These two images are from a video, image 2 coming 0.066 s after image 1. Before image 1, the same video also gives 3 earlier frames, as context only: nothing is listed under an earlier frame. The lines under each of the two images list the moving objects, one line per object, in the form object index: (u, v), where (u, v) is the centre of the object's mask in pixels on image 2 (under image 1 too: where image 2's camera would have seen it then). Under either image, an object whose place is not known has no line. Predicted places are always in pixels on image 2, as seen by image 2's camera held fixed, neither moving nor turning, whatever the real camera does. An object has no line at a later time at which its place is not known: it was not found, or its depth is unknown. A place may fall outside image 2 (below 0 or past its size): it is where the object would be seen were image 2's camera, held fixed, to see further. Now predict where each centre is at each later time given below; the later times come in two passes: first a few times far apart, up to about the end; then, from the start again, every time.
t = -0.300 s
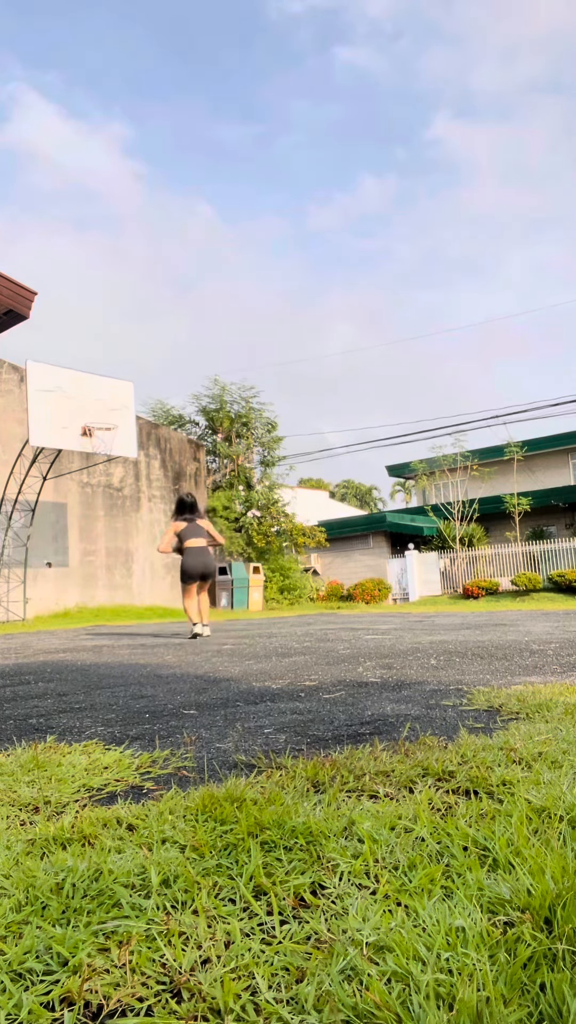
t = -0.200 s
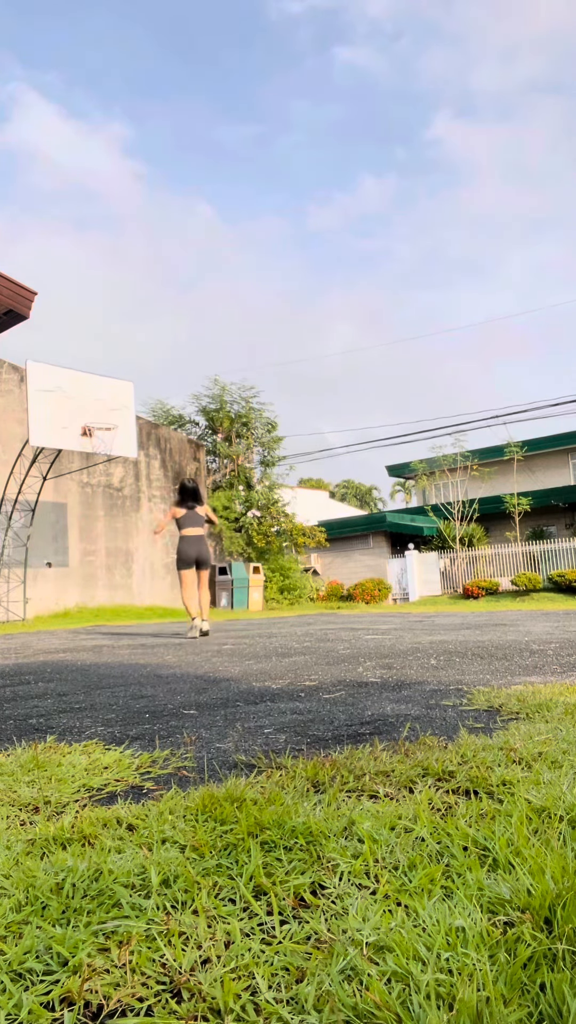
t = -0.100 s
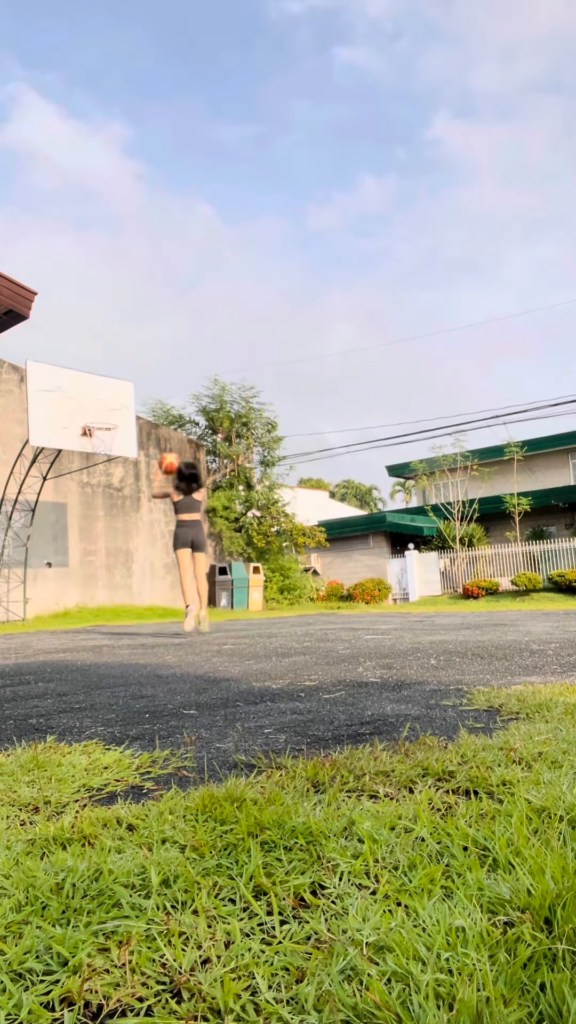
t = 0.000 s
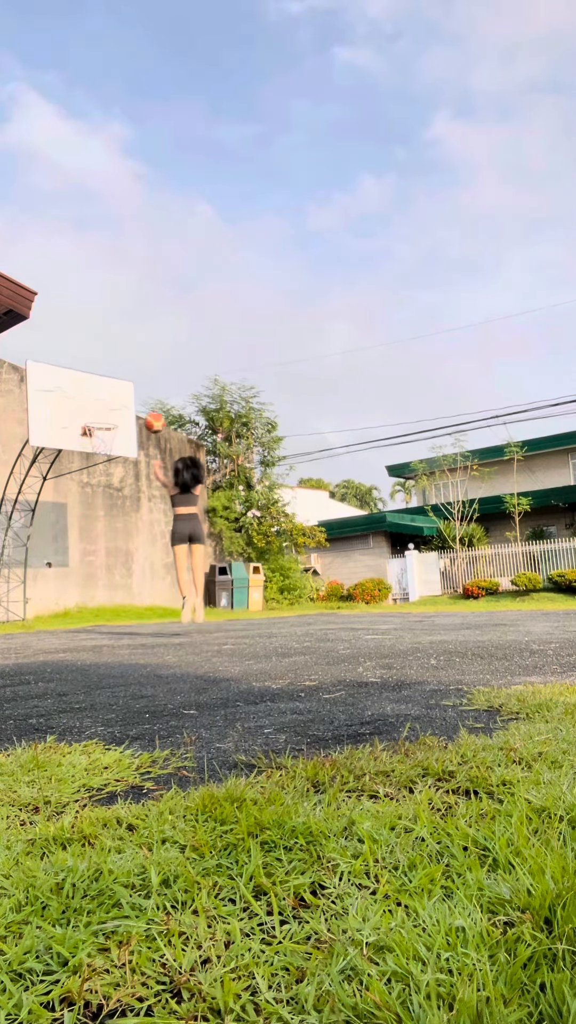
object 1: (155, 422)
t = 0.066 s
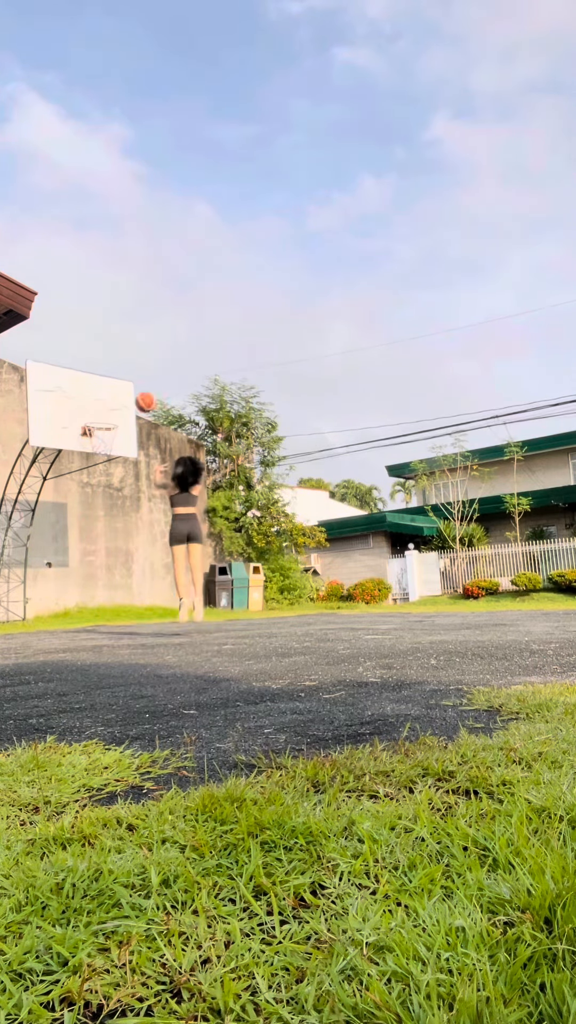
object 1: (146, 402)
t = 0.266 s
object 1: (122, 367)
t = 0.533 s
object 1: (97, 370)
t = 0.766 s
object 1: (78, 410)
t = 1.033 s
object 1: (120, 413)
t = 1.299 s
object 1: (166, 433)
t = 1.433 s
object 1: (190, 463)
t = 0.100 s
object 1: (141, 393)
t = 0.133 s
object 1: (137, 386)
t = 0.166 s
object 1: (133, 380)
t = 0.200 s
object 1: (130, 374)
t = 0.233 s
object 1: (126, 370)
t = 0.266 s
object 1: (122, 367)
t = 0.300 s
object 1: (118, 364)
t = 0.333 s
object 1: (115, 363)
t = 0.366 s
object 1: (112, 362)
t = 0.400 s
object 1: (109, 362)
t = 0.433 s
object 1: (106, 363)
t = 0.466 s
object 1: (103, 365)
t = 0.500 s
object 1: (100, 367)
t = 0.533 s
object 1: (97, 370)
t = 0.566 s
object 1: (94, 373)
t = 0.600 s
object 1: (91, 378)
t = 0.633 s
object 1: (88, 383)
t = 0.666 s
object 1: (86, 389)
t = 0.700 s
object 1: (84, 395)
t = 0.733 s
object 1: (81, 402)
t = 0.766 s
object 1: (78, 410)
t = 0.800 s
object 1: (81, 415)
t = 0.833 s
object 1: (87, 417)
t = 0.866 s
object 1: (93, 415)
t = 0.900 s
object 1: (99, 416)
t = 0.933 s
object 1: (104, 416)
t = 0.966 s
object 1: (110, 416)
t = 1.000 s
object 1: (115, 414)
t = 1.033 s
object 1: (120, 413)
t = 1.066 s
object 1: (126, 413)
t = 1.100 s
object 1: (131, 413)
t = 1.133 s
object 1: (137, 415)
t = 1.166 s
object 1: (143, 417)
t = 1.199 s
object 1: (148, 419)
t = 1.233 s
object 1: (154, 423)
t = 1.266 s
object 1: (161, 428)
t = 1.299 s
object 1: (166, 433)
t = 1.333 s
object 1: (171, 439)
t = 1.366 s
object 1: (178, 446)
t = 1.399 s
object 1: (183, 453)
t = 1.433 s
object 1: (190, 463)
